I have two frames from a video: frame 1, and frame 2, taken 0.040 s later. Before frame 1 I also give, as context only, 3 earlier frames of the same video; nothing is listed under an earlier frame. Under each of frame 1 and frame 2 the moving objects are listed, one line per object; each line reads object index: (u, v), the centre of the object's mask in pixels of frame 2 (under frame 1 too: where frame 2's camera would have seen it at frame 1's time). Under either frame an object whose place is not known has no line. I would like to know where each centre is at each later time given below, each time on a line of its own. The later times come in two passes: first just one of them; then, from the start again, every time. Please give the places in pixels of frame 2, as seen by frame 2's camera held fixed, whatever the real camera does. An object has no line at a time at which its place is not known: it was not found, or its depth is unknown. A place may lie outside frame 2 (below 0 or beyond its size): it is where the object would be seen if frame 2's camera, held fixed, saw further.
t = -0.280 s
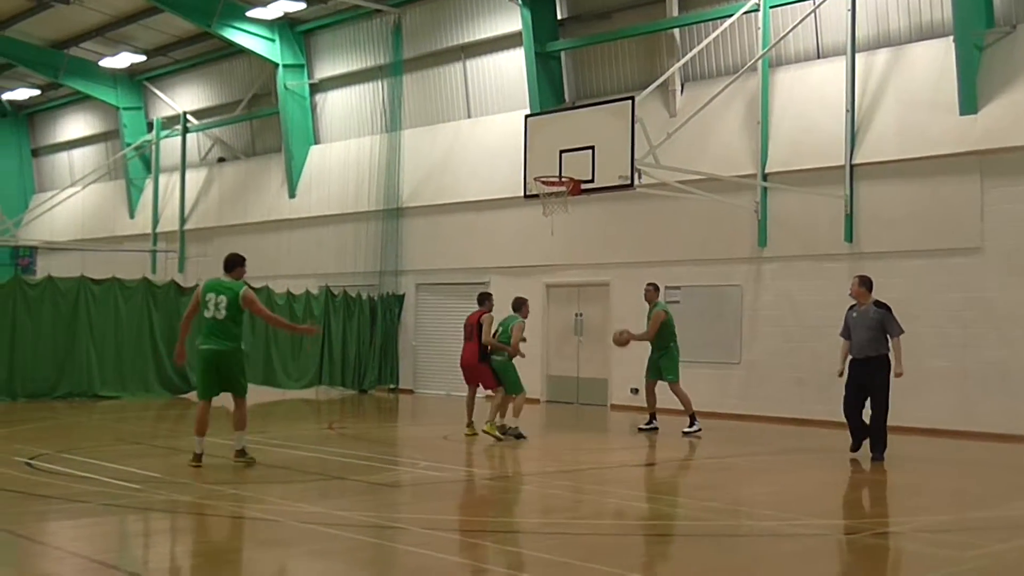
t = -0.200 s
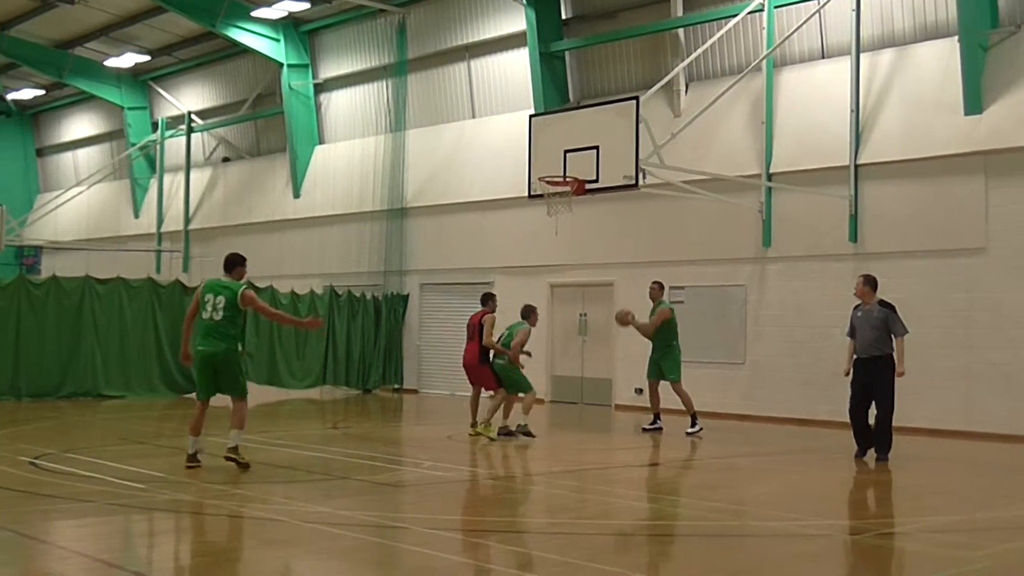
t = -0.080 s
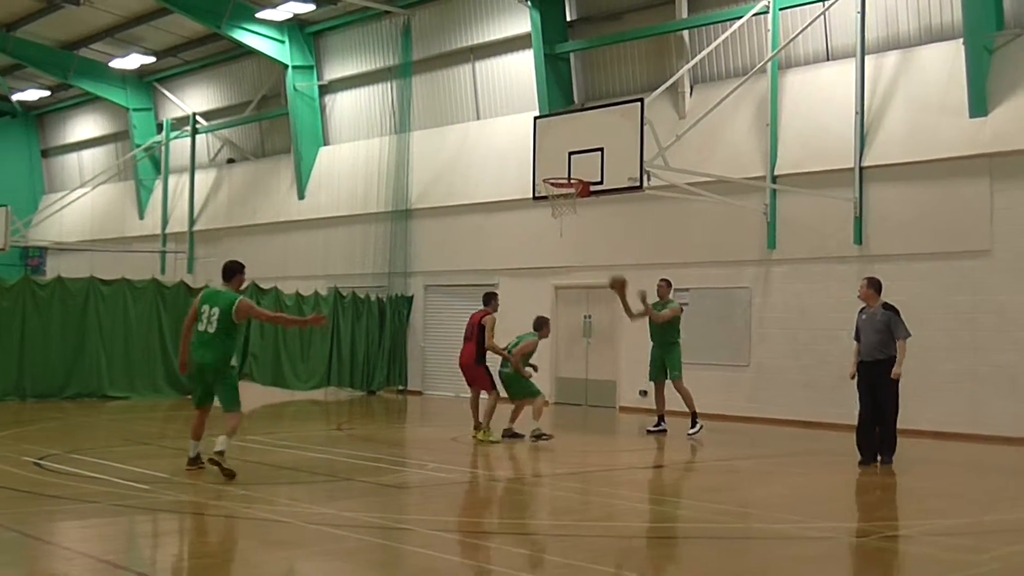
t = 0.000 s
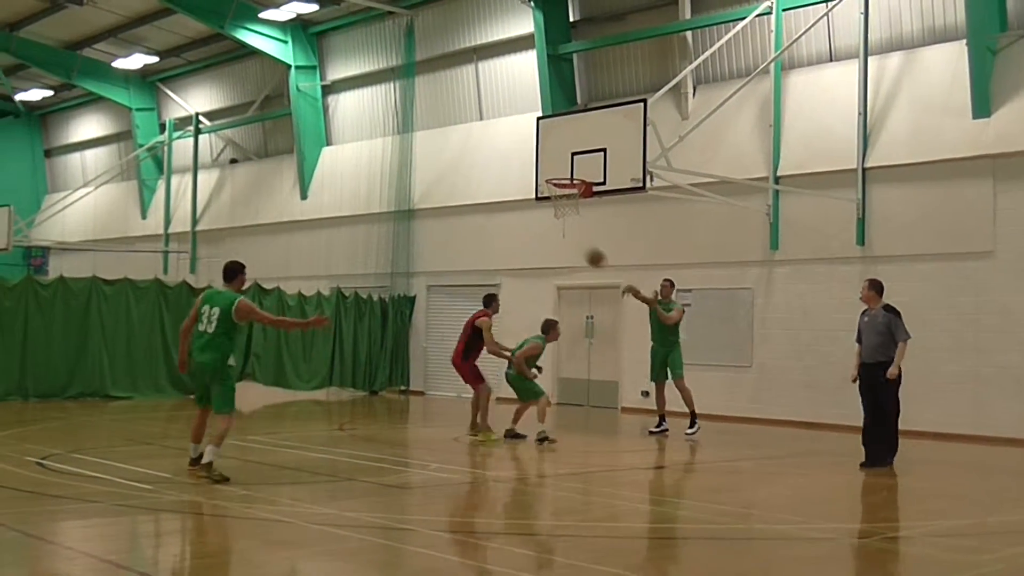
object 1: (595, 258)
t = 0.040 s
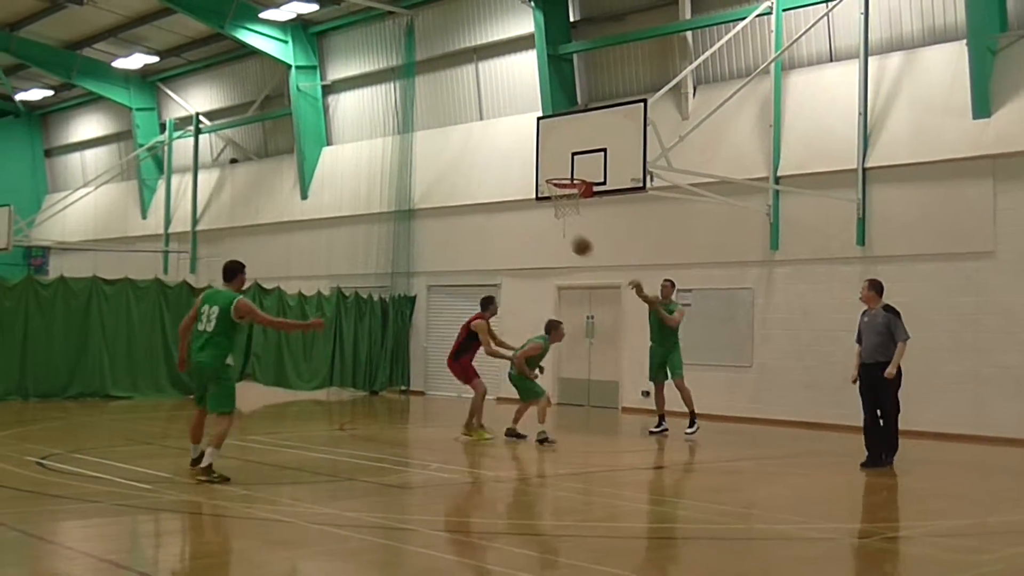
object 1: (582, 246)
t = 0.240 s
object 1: (502, 199)
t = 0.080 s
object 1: (567, 235)
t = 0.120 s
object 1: (552, 225)
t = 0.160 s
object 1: (537, 216)
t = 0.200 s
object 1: (519, 207)
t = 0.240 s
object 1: (502, 199)
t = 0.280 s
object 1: (483, 192)
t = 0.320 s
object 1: (465, 187)
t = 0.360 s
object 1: (445, 183)
